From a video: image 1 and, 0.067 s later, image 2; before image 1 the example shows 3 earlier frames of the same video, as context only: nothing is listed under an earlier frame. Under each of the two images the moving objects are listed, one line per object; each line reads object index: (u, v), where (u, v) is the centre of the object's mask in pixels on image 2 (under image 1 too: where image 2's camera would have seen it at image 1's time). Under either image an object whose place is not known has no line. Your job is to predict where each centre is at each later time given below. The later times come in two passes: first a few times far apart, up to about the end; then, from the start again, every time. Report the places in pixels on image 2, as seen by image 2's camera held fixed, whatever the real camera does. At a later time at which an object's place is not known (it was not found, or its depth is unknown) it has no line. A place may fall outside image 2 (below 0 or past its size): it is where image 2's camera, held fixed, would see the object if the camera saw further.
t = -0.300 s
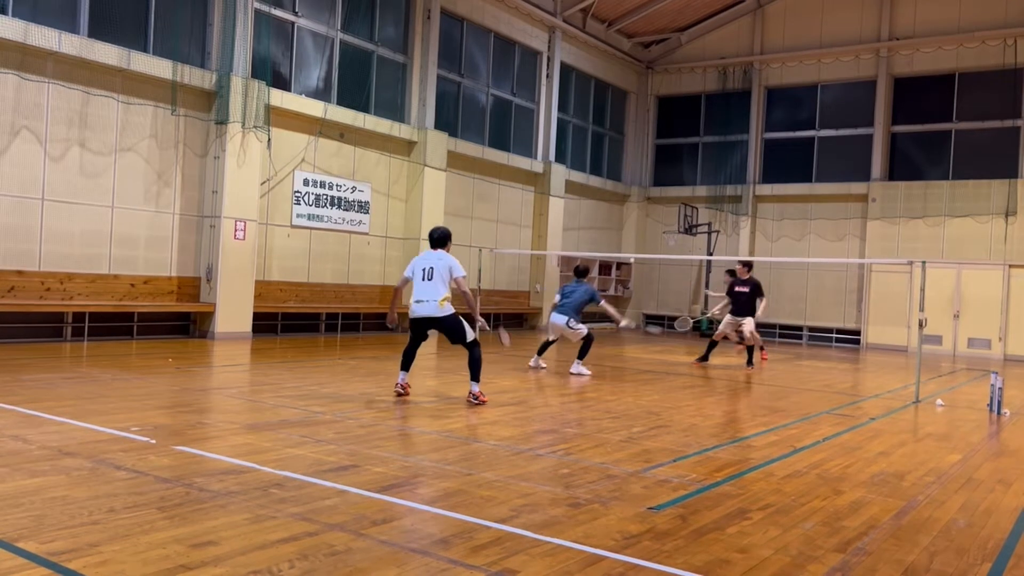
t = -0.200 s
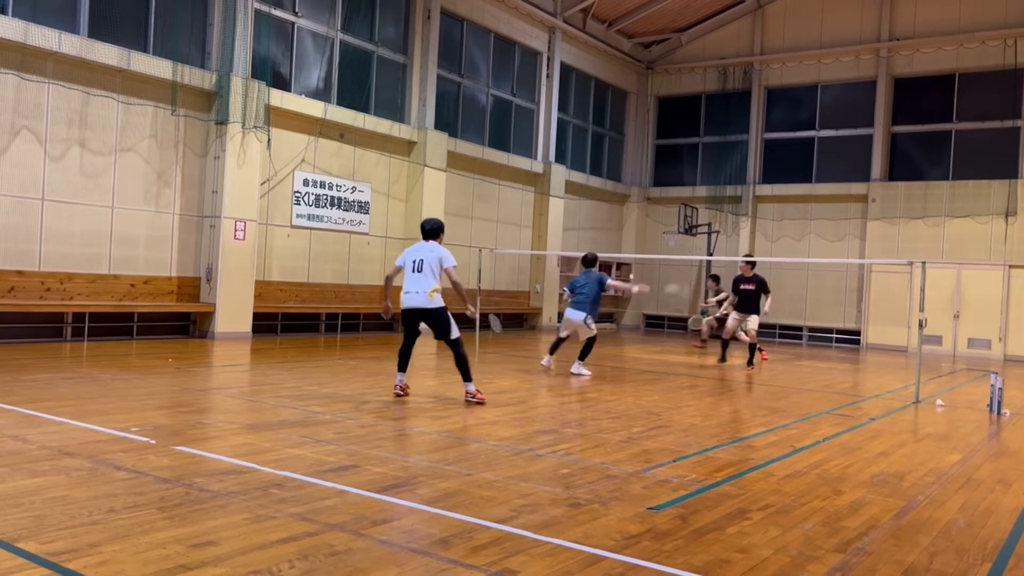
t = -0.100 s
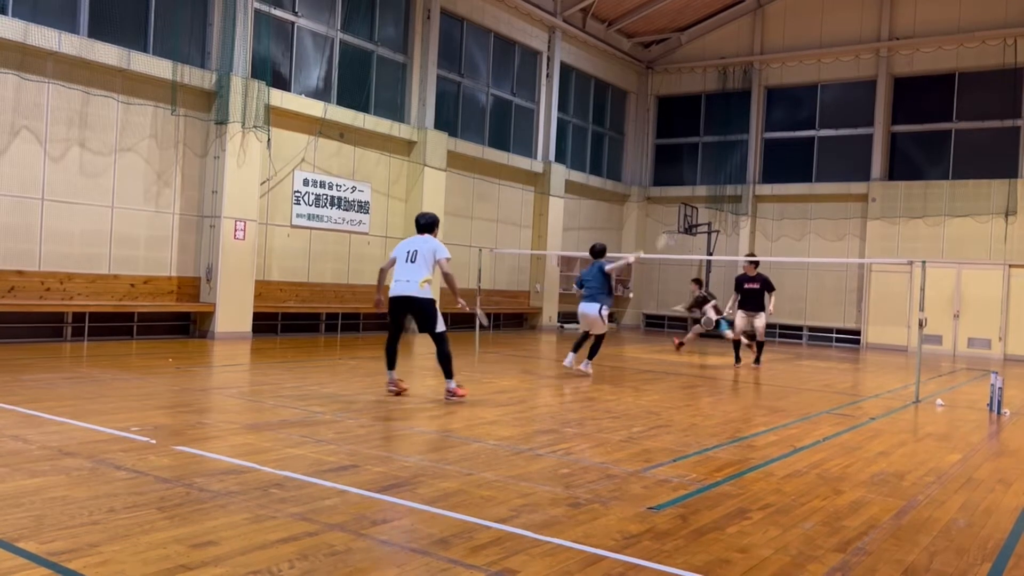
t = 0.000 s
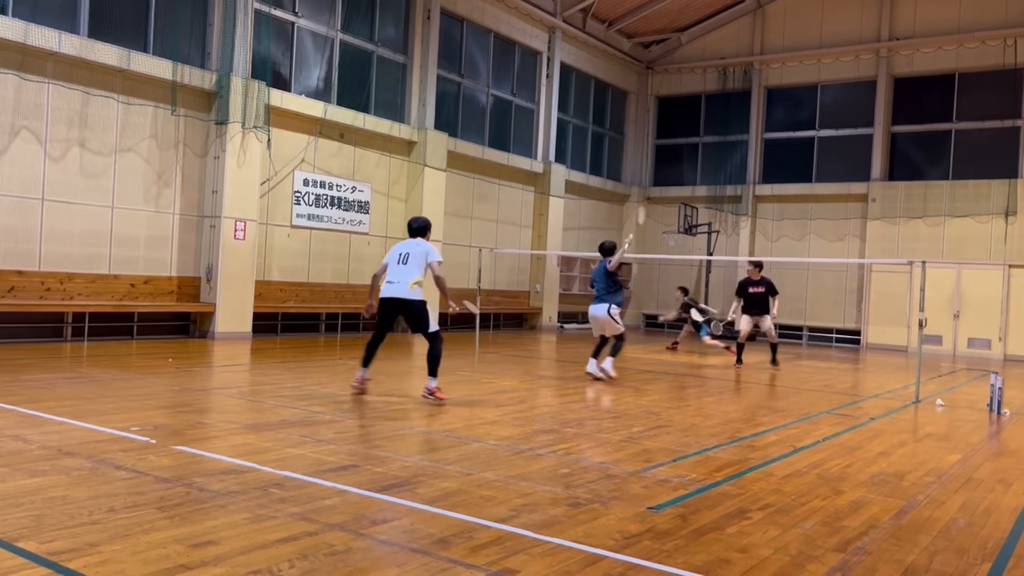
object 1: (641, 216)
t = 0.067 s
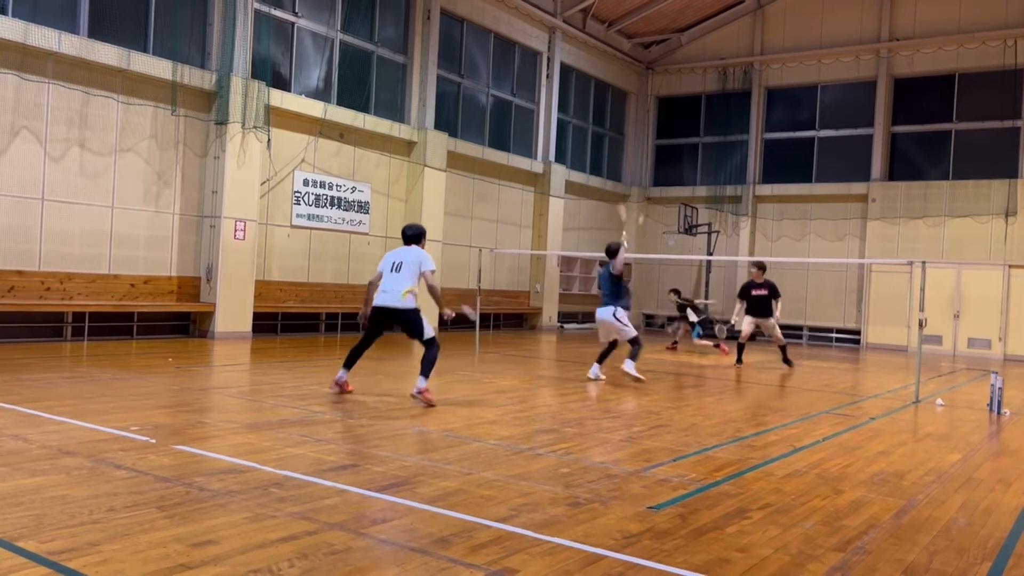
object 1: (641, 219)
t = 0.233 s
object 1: (652, 133)
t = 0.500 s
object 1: (664, 56)
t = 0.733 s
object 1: (669, 50)
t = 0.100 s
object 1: (643, 199)
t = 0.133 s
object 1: (645, 179)
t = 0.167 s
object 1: (647, 163)
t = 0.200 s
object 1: (649, 147)
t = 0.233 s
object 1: (652, 133)
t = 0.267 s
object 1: (654, 119)
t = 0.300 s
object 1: (656, 106)
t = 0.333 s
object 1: (658, 96)
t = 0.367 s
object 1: (659, 86)
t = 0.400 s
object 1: (660, 77)
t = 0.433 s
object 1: (662, 68)
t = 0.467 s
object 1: (663, 62)
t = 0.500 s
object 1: (664, 56)
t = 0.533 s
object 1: (665, 51)
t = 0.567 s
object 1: (666, 47)
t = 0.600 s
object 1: (667, 46)
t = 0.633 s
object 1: (668, 45)
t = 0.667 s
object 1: (668, 45)
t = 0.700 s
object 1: (669, 47)
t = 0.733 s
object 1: (669, 50)
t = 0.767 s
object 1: (670, 55)
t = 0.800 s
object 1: (670, 61)
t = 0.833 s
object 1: (669, 69)
